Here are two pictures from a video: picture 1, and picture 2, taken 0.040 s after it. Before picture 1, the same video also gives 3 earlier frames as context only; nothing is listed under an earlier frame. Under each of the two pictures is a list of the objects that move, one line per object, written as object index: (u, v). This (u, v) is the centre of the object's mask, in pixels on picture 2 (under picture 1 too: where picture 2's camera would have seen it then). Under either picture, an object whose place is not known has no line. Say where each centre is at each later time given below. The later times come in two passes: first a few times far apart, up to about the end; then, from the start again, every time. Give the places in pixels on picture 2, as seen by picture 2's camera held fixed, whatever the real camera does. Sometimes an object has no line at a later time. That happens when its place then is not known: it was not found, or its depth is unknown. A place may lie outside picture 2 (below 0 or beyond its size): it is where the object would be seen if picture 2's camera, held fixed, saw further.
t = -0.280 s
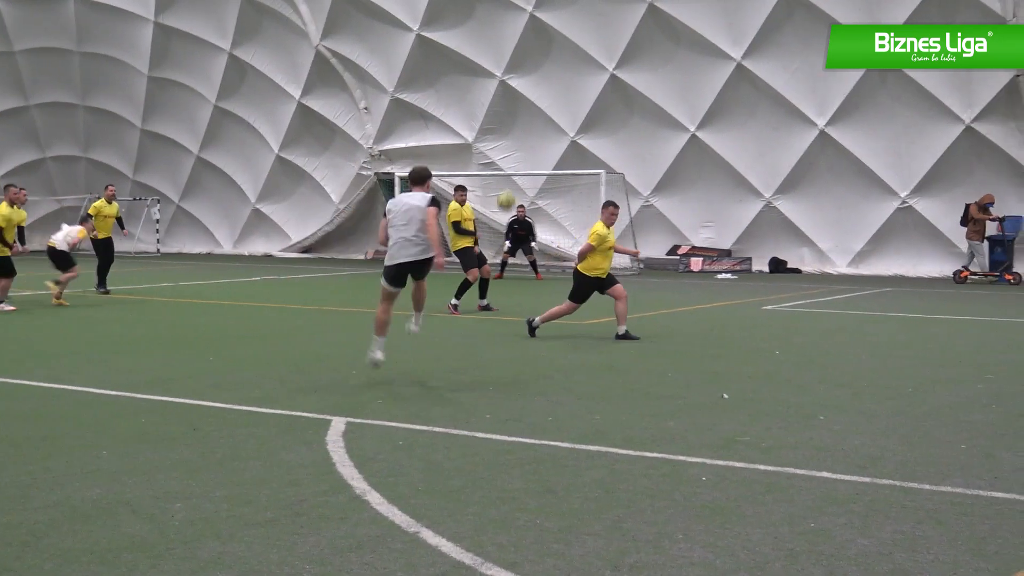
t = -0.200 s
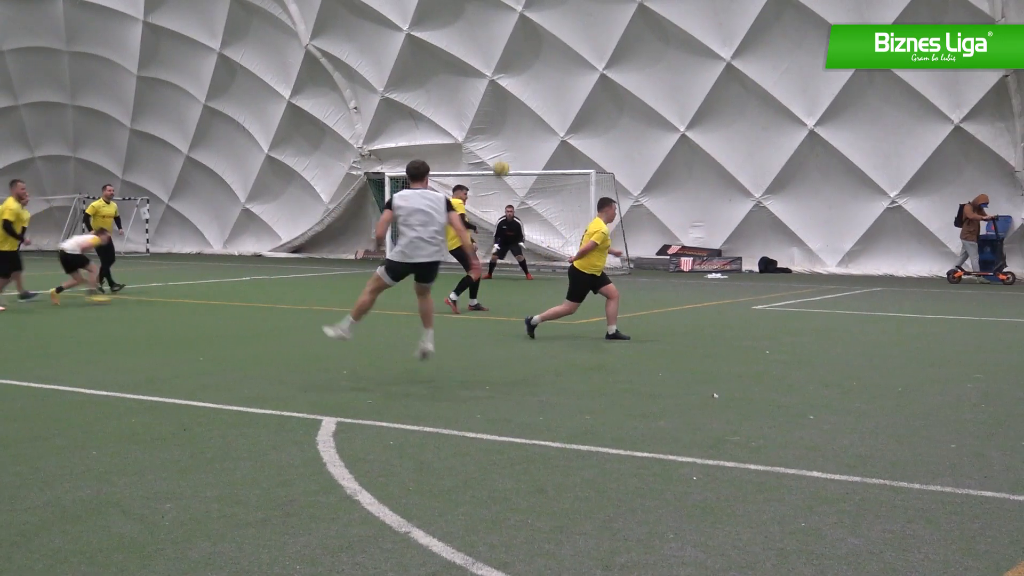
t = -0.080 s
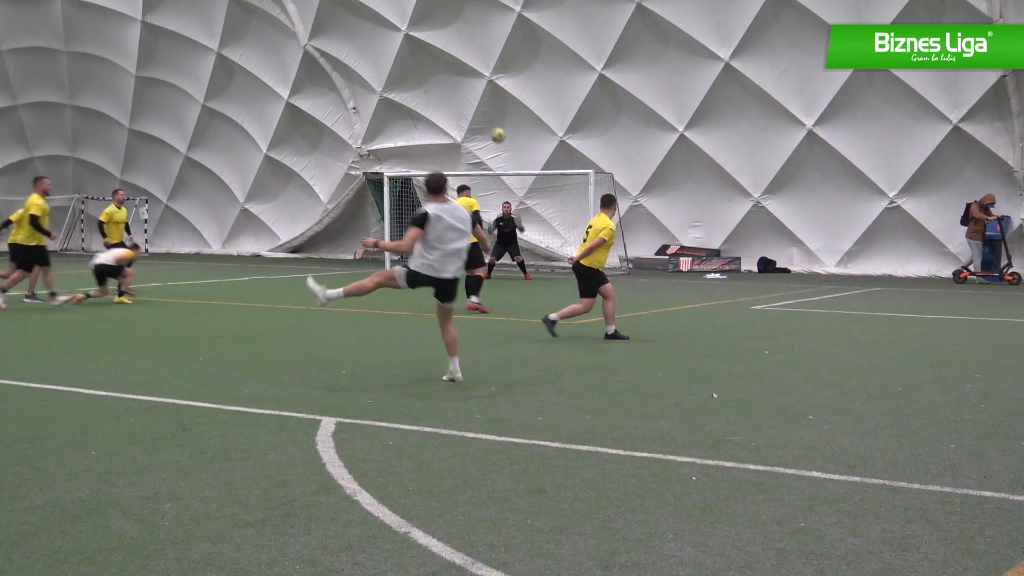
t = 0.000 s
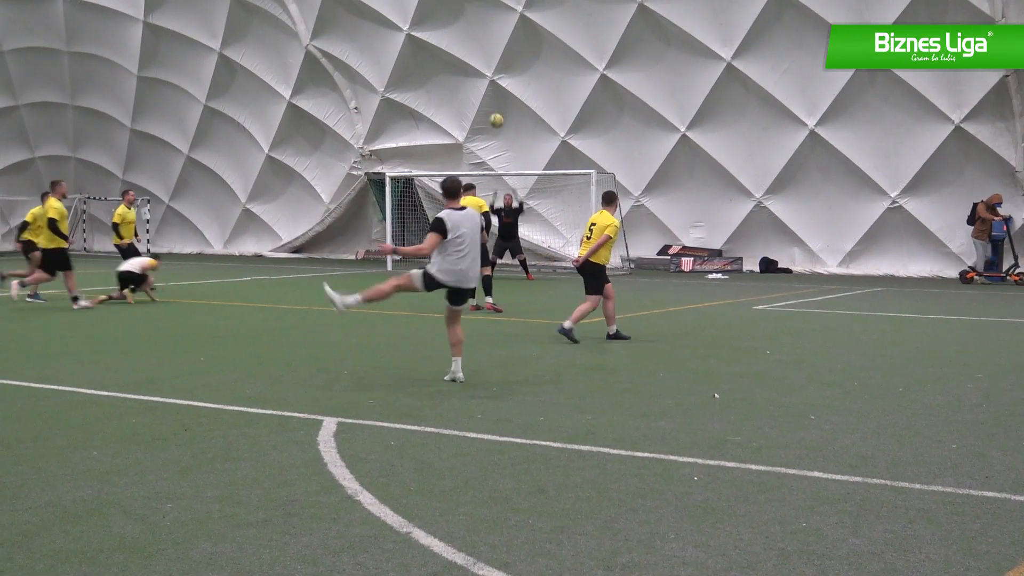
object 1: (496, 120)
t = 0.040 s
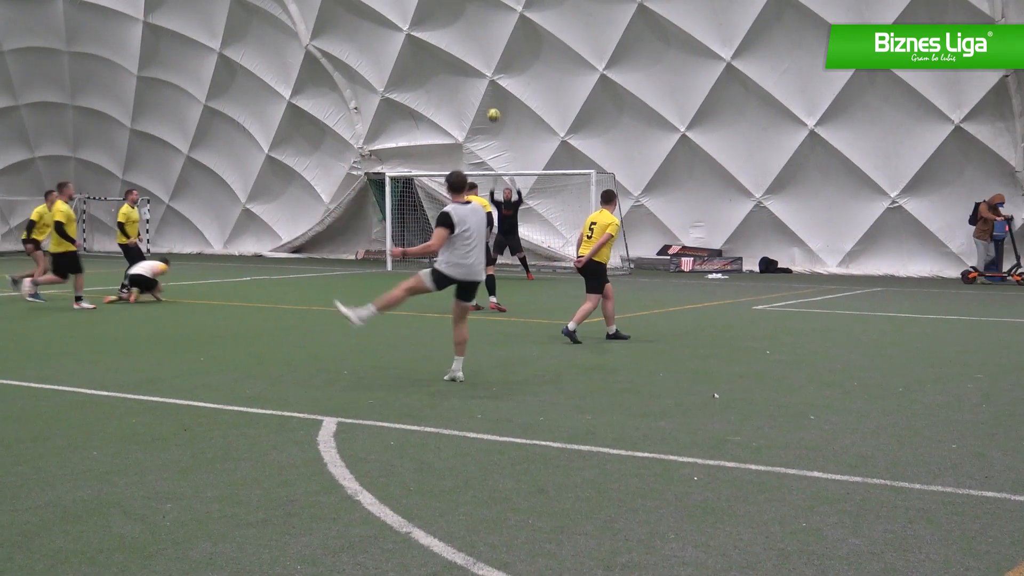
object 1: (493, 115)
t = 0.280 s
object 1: (471, 100)
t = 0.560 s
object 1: (432, 118)
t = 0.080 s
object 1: (490, 110)
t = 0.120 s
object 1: (487, 107)
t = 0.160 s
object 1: (483, 104)
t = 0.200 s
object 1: (479, 102)
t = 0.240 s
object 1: (475, 101)
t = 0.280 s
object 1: (471, 100)
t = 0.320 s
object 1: (467, 100)
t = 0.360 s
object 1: (463, 101)
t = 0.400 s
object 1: (458, 102)
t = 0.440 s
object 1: (454, 103)
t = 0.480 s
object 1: (449, 105)
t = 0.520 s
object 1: (443, 111)
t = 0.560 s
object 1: (432, 118)
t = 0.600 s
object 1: (423, 127)
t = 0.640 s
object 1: (414, 137)
